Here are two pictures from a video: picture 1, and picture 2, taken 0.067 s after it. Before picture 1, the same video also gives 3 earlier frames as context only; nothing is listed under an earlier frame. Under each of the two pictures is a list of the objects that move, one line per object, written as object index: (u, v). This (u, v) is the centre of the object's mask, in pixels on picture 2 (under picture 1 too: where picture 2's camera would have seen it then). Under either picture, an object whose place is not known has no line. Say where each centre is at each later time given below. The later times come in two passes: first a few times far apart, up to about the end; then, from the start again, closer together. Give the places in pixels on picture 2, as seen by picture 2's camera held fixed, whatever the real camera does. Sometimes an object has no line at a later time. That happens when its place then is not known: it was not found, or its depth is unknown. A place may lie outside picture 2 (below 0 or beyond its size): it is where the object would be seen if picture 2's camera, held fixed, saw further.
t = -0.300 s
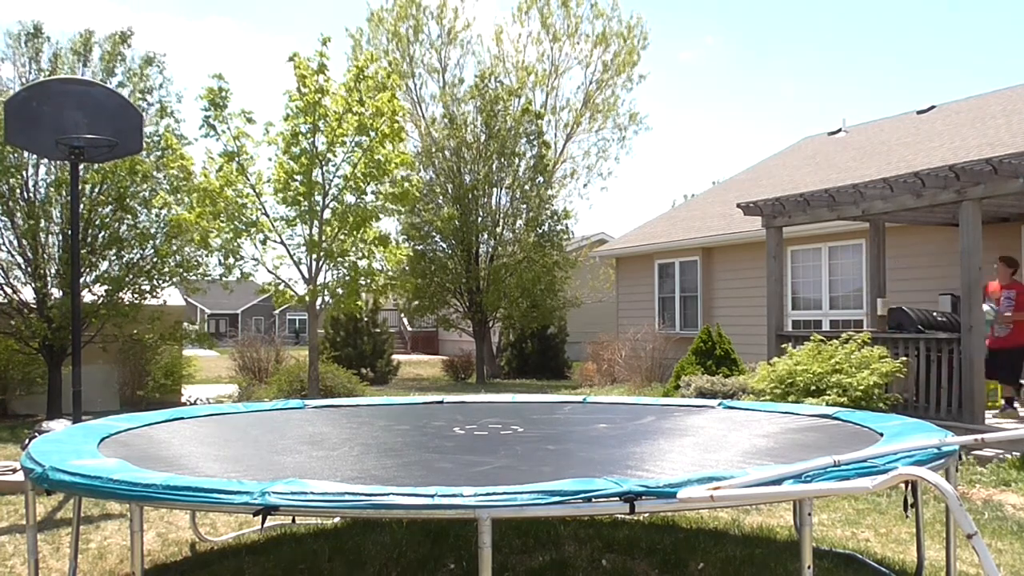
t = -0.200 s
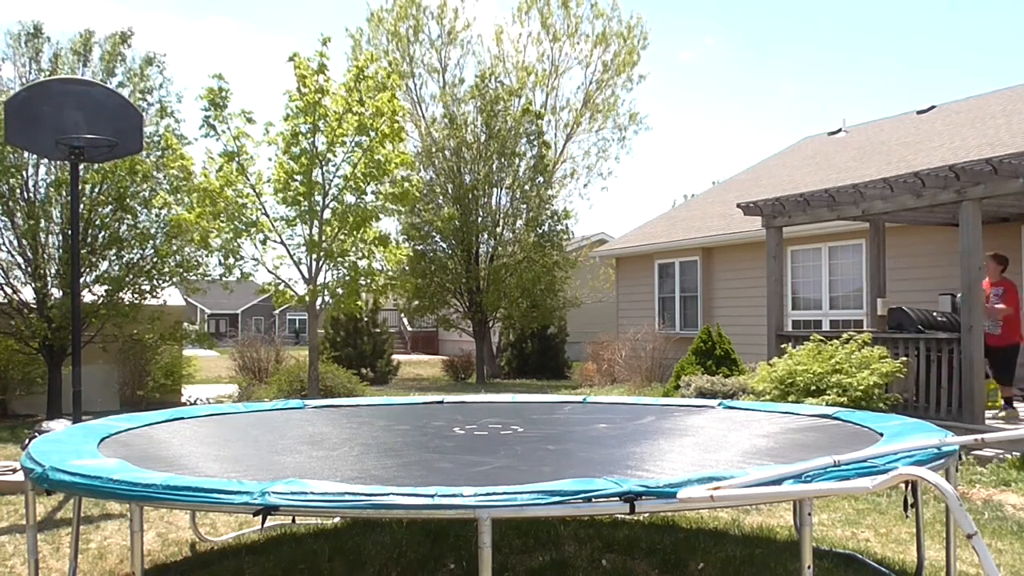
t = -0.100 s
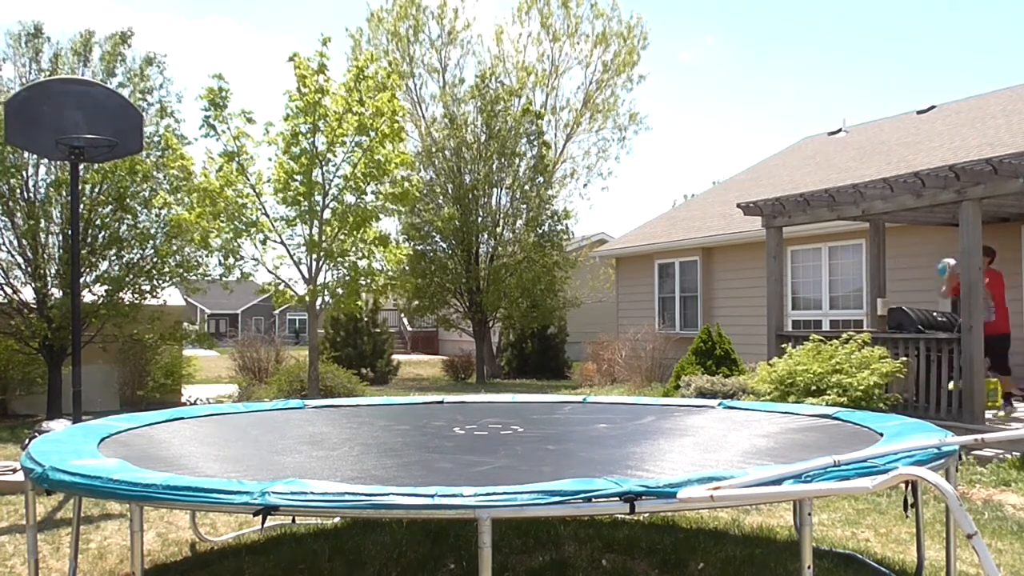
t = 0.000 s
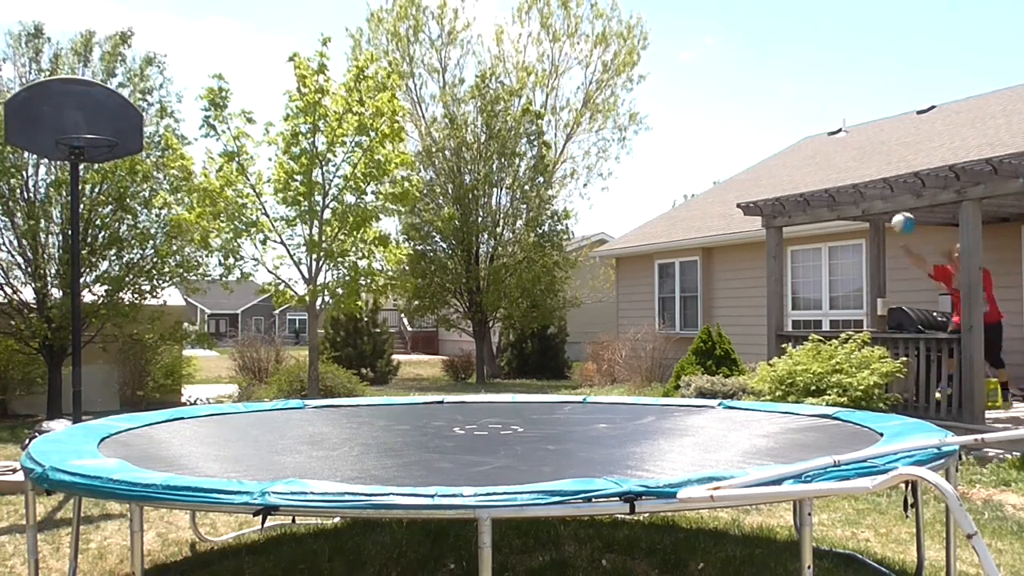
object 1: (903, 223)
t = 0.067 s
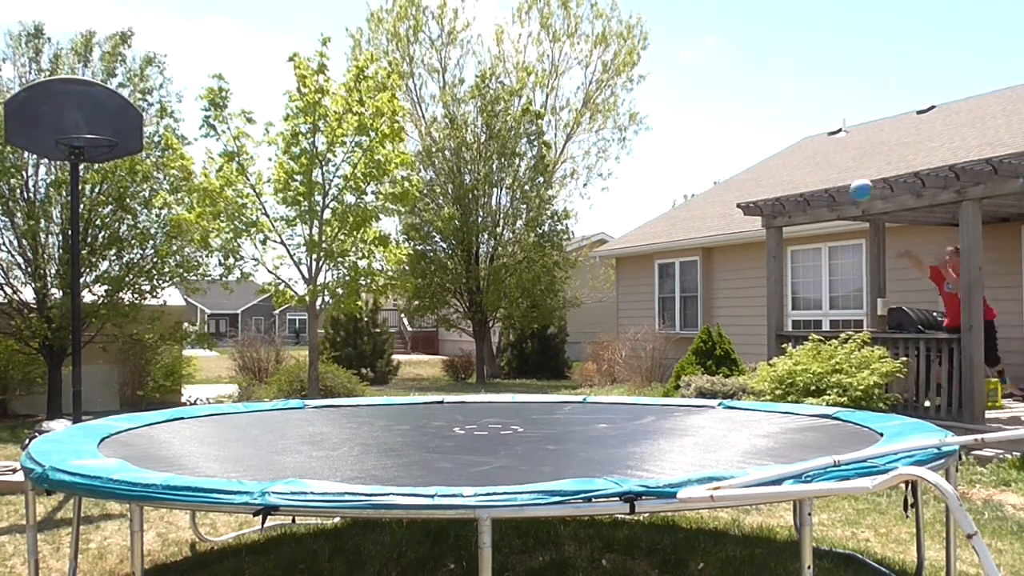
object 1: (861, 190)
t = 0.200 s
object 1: (779, 134)
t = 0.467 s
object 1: (604, 58)
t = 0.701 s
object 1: (437, 44)
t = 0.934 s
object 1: (257, 87)
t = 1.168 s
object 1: (118, 194)
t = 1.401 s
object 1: (92, 406)
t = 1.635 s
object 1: (118, 404)
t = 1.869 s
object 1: (181, 317)
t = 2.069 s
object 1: (234, 283)
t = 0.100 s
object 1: (841, 174)
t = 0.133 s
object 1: (820, 159)
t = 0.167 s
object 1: (799, 147)
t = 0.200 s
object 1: (779, 134)
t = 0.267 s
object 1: (736, 110)
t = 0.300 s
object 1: (714, 100)
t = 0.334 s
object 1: (692, 90)
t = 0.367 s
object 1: (669, 81)
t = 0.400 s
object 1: (647, 73)
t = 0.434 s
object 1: (625, 64)
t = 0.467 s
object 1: (604, 58)
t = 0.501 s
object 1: (581, 55)
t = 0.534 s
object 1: (558, 50)
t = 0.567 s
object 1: (535, 48)
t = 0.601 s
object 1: (510, 46)
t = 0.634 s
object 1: (485, 45)
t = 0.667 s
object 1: (461, 44)
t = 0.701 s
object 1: (437, 44)
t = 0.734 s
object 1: (414, 47)
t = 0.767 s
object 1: (389, 50)
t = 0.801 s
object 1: (363, 55)
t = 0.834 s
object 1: (338, 62)
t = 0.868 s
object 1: (311, 70)
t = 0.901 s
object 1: (284, 78)
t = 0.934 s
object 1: (257, 87)
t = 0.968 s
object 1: (229, 97)
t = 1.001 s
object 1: (203, 107)
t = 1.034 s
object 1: (175, 121)
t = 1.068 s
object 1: (147, 134)
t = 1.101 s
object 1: (123, 149)
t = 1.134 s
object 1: (119, 171)
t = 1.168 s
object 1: (118, 194)
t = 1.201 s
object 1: (115, 218)
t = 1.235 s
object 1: (111, 246)
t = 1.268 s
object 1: (107, 275)
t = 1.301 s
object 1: (104, 305)
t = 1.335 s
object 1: (100, 336)
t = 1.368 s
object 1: (97, 370)
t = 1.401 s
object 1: (92, 406)
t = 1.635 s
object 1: (118, 404)
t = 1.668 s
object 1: (128, 391)
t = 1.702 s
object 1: (136, 374)
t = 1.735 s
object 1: (145, 359)
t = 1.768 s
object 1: (154, 346)
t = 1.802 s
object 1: (163, 332)
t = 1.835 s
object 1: (172, 323)
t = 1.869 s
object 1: (181, 317)
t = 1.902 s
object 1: (190, 305)
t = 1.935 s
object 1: (198, 297)
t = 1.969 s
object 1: (207, 291)
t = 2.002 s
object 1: (217, 285)
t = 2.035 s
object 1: (225, 284)
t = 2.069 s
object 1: (234, 283)
